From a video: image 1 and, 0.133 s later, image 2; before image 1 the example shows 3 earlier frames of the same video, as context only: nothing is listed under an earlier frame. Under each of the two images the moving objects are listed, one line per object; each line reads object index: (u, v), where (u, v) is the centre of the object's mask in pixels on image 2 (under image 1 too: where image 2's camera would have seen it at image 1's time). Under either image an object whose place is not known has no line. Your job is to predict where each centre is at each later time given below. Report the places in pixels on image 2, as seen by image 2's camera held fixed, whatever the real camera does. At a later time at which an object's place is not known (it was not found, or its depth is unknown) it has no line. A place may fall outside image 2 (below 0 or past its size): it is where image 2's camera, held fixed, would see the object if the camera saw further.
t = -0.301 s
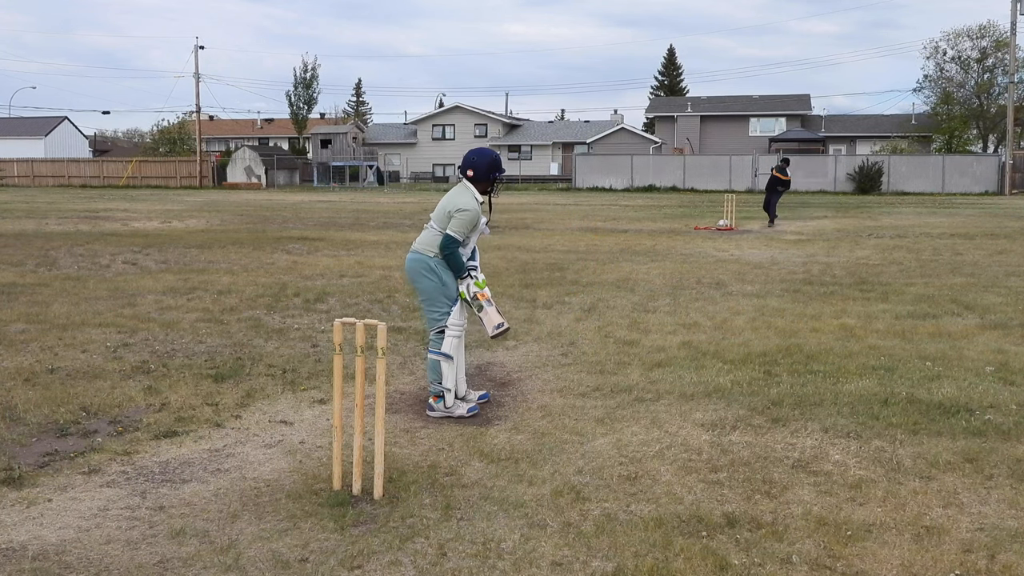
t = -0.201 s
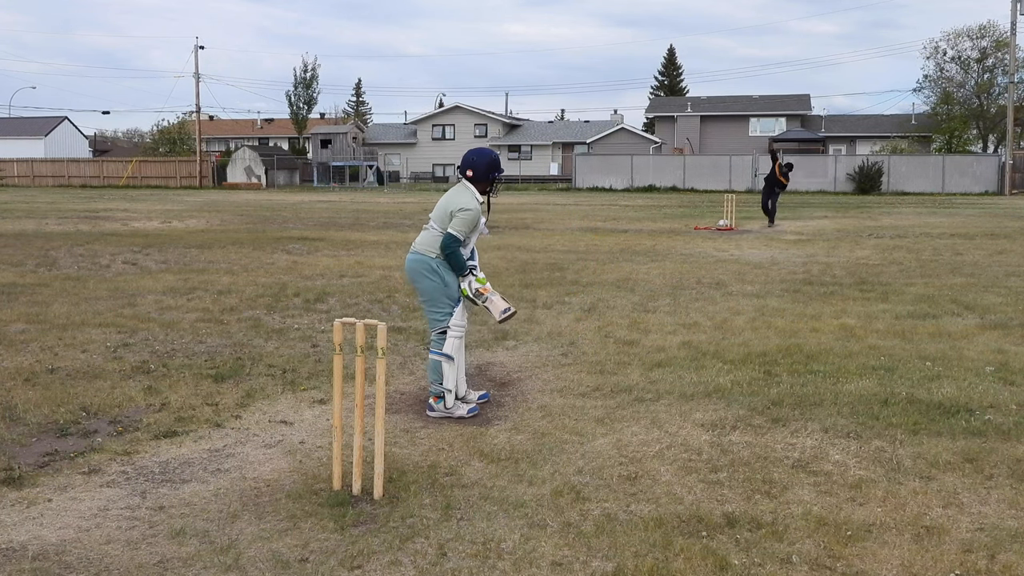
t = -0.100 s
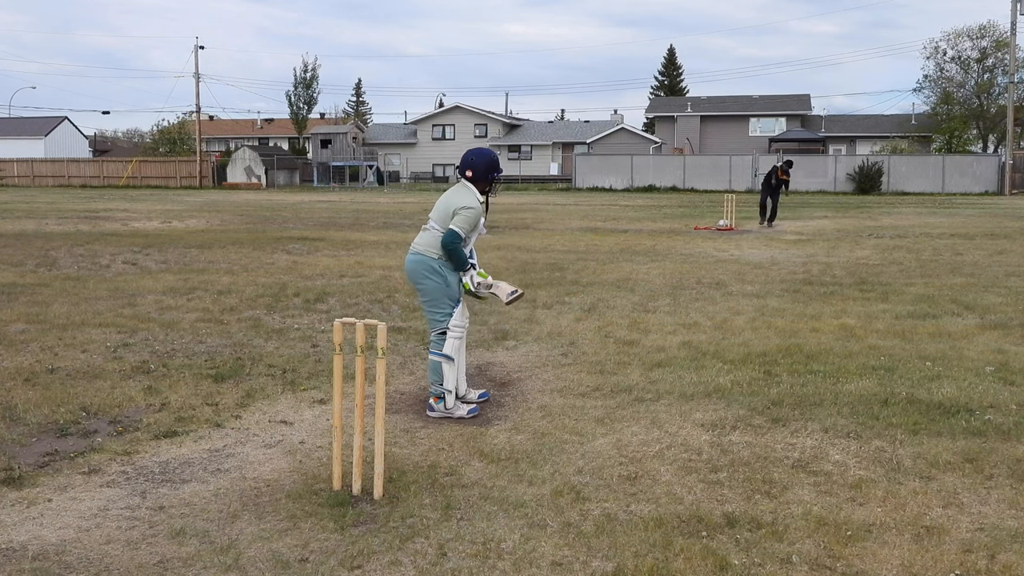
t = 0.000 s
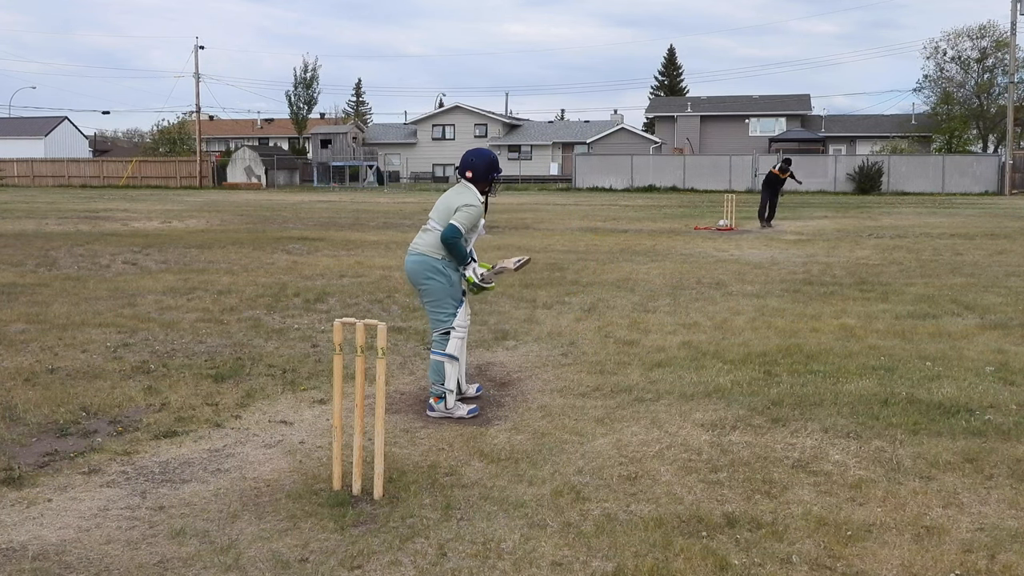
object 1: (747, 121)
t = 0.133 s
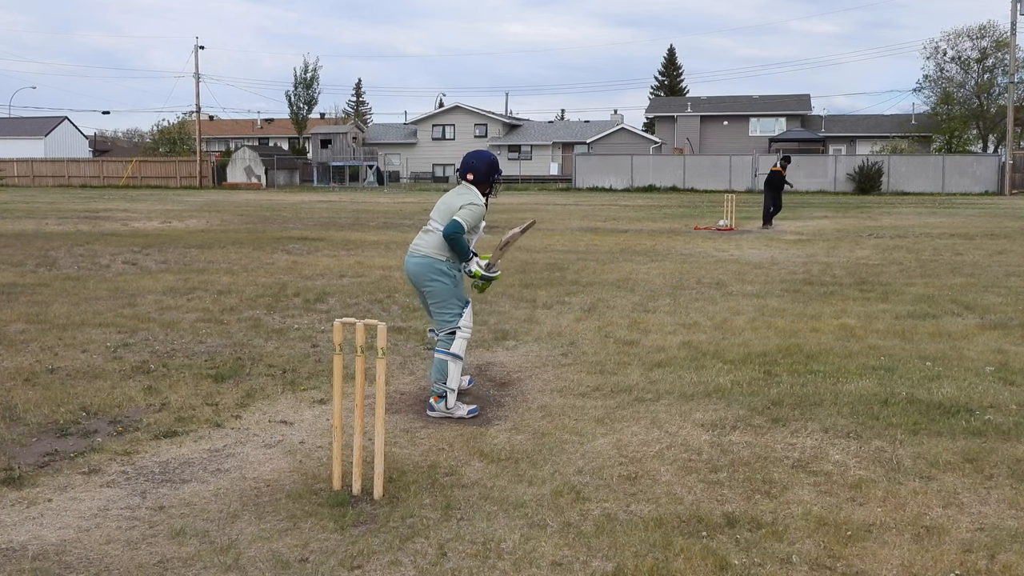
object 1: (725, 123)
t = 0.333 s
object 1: (677, 155)
